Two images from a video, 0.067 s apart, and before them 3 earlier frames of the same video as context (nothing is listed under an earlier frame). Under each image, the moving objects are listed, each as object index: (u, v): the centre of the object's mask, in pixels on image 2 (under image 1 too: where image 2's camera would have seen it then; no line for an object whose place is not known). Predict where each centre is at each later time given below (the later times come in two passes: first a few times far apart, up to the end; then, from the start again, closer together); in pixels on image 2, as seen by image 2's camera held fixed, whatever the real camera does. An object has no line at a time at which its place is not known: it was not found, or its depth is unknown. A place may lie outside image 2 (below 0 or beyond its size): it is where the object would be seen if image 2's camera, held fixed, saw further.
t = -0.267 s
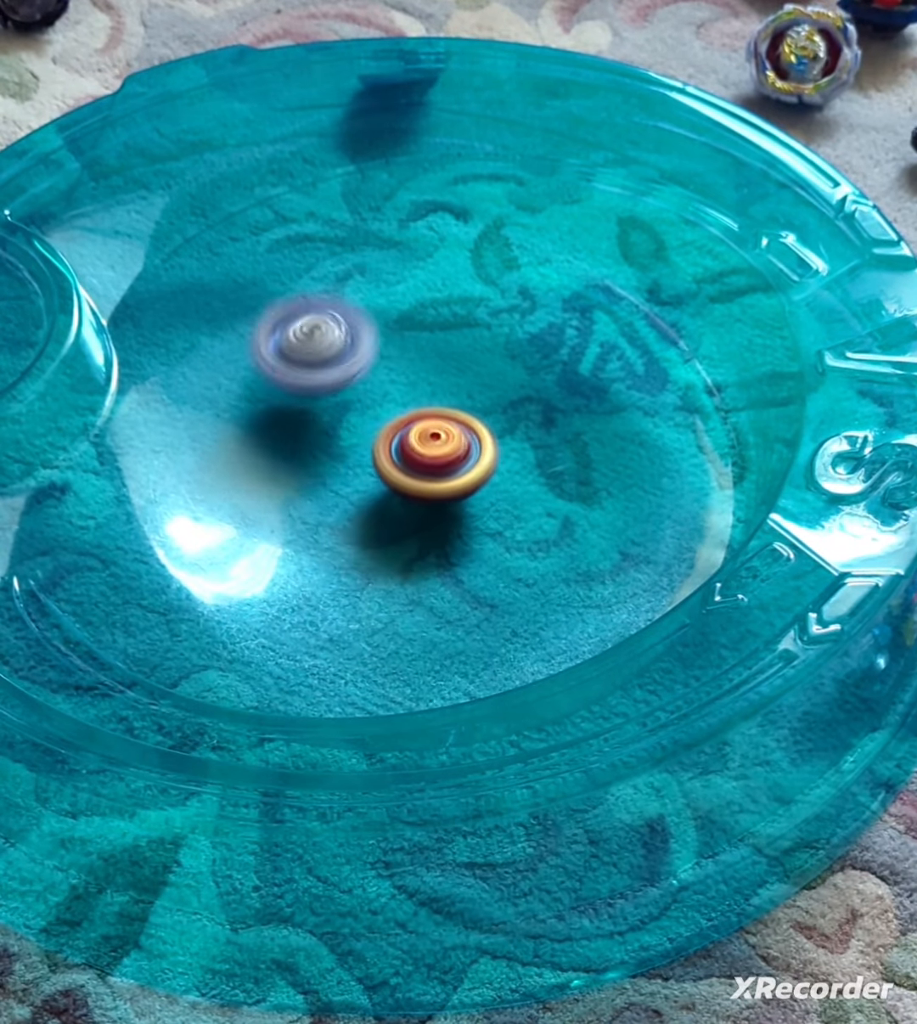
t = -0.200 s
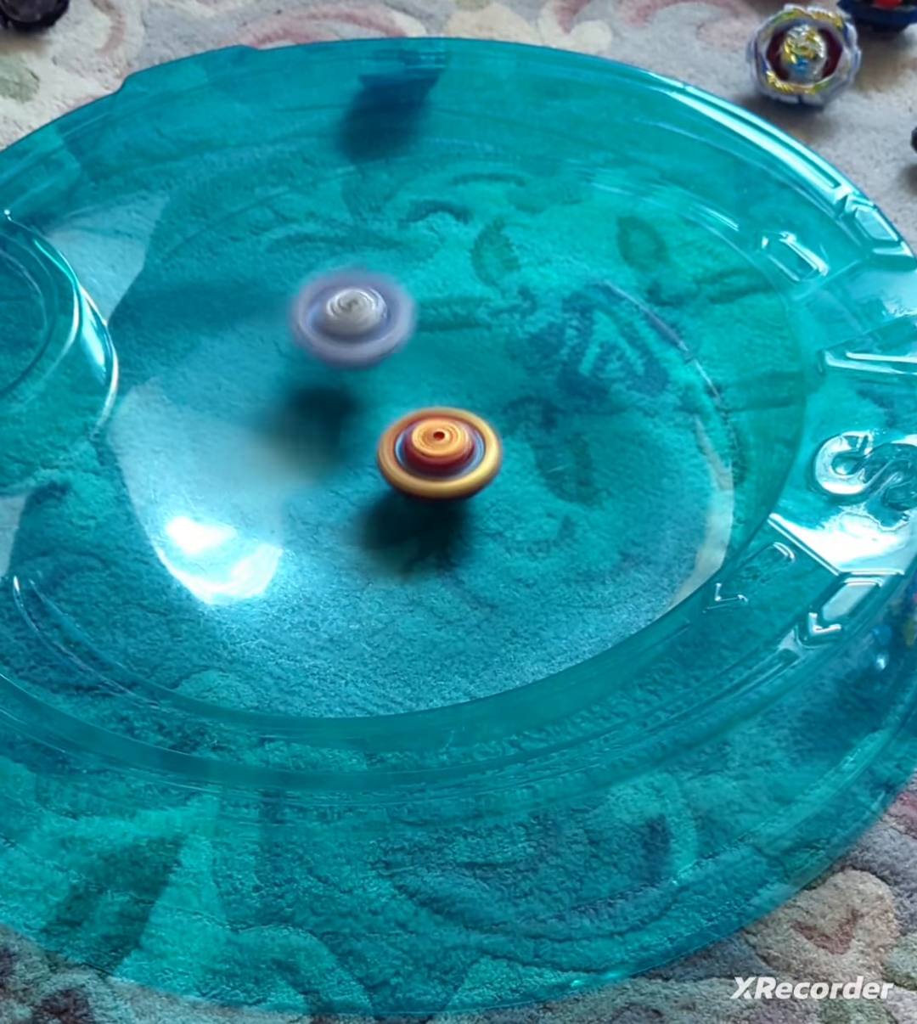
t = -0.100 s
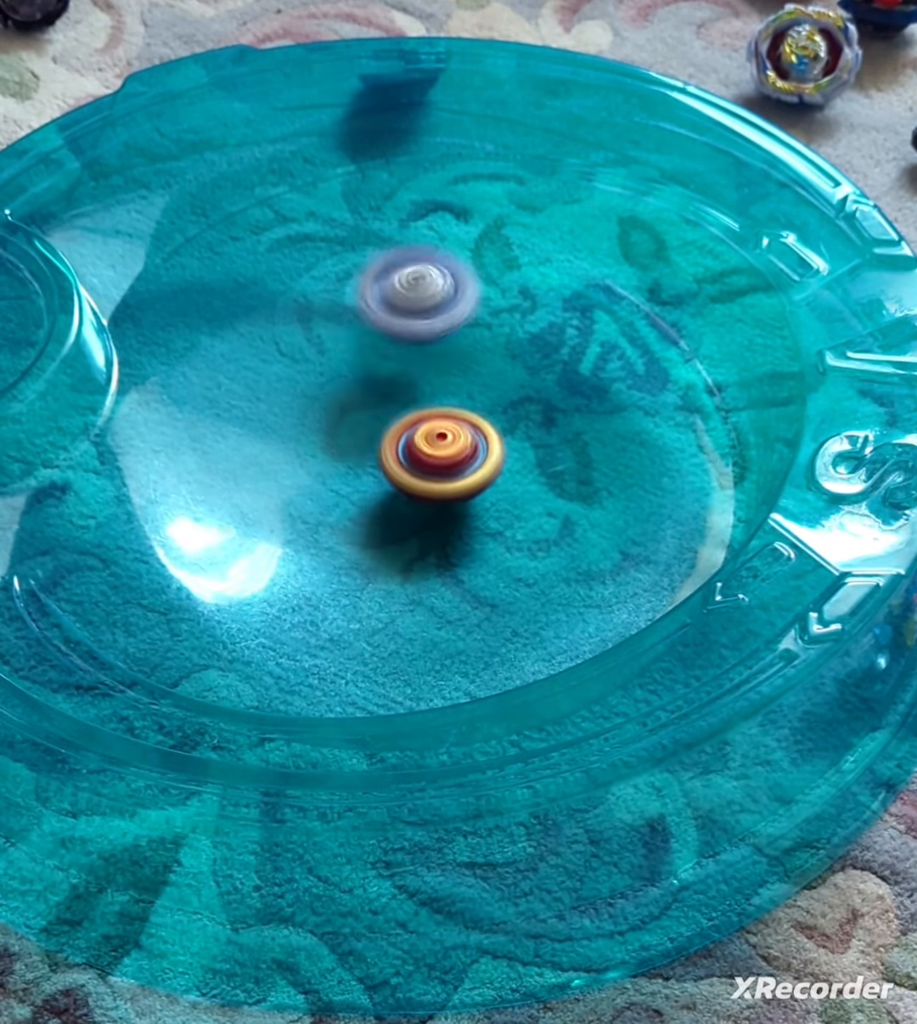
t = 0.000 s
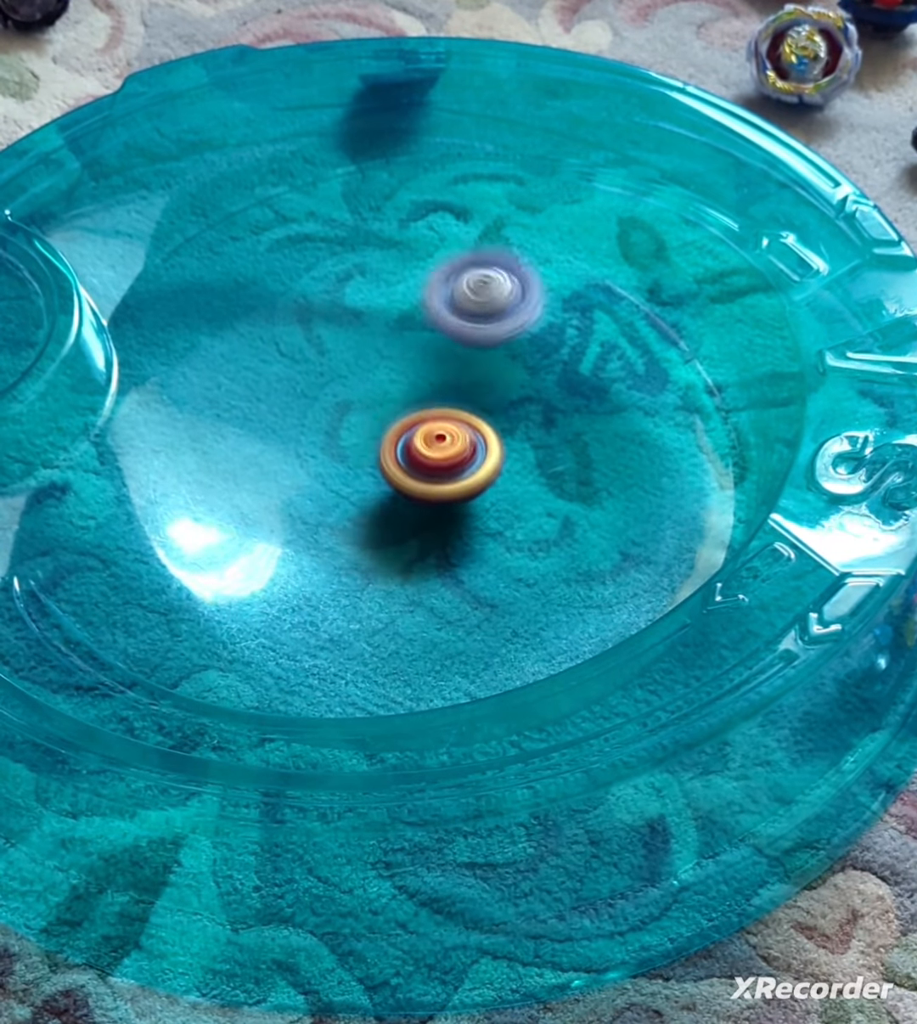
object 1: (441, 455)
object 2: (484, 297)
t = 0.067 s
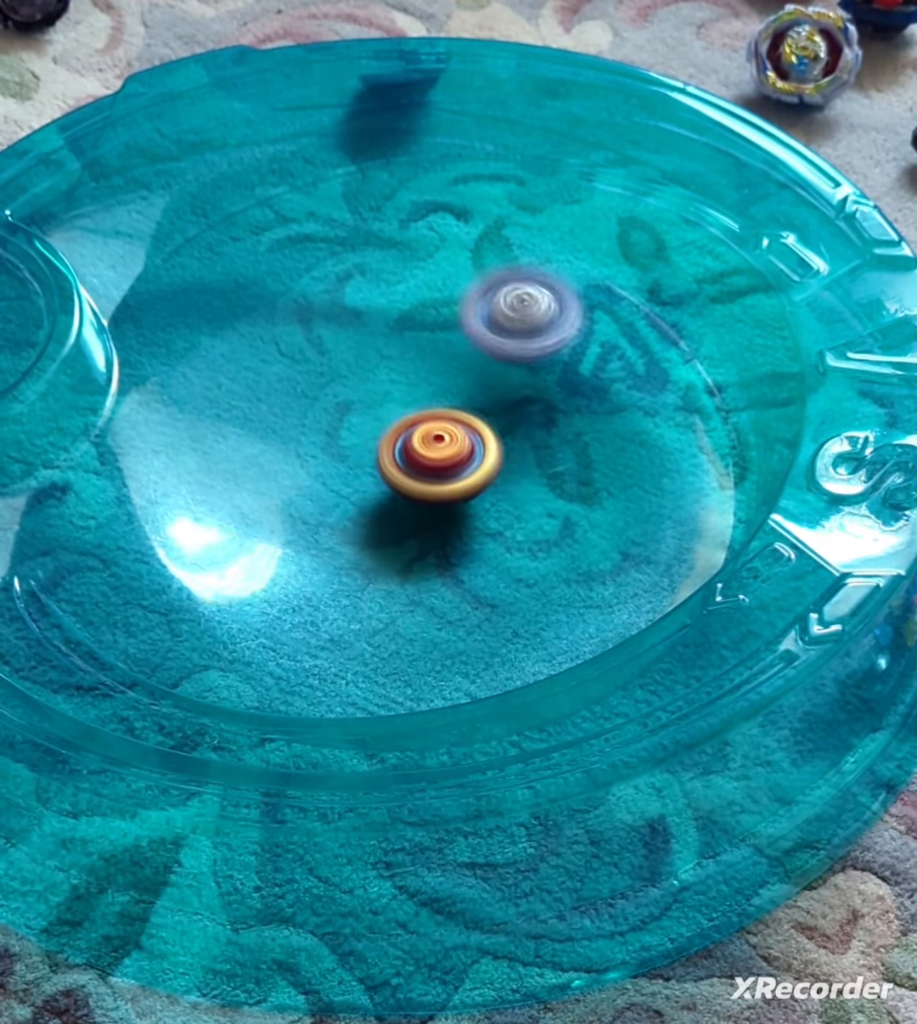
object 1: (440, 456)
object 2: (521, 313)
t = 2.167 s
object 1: (373, 455)
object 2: (281, 529)
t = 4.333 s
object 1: (390, 445)
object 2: (545, 469)
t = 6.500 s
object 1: (491, 436)
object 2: (332, 492)
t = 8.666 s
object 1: (292, 449)
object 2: (463, 377)
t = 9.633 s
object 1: (367, 522)
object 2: (475, 456)
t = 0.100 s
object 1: (438, 455)
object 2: (537, 326)
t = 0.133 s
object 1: (436, 455)
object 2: (549, 341)
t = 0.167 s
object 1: (434, 453)
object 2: (559, 356)
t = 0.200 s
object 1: (432, 452)
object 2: (565, 375)
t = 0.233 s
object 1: (430, 450)
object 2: (569, 394)
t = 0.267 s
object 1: (429, 448)
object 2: (567, 414)
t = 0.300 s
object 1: (428, 446)
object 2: (562, 433)
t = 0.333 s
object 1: (426, 443)
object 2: (554, 453)
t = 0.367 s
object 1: (421, 440)
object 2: (547, 471)
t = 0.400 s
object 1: (417, 436)
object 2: (536, 490)
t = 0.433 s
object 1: (415, 433)
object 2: (521, 507)
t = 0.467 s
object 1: (413, 430)
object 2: (502, 522)
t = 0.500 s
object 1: (413, 428)
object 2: (480, 534)
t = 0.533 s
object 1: (414, 426)
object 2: (457, 545)
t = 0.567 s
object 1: (415, 426)
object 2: (432, 552)
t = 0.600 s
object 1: (416, 426)
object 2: (406, 556)
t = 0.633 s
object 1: (418, 426)
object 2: (381, 560)
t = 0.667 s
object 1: (420, 427)
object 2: (354, 558)
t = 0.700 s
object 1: (421, 428)
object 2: (329, 556)
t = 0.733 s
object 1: (422, 430)
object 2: (303, 547)
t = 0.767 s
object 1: (423, 431)
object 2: (282, 536)
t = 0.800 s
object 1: (423, 433)
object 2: (260, 522)
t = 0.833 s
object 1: (422, 434)
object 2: (246, 504)
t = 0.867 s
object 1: (421, 436)
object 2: (233, 486)
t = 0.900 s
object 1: (420, 437)
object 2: (227, 468)
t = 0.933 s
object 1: (418, 438)
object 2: (224, 448)
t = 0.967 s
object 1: (416, 439)
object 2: (227, 431)
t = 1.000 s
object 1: (414, 439)
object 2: (233, 413)
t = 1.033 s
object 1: (411, 439)
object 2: (244, 397)
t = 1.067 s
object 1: (409, 439)
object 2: (256, 381)
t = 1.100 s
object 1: (406, 439)
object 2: (275, 370)
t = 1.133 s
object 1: (402, 439)
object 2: (294, 359)
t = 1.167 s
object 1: (401, 440)
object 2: (316, 351)
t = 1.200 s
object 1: (406, 446)
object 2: (332, 341)
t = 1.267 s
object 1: (412, 451)
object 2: (375, 330)
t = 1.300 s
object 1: (413, 452)
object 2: (398, 330)
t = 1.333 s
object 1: (413, 454)
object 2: (421, 329)
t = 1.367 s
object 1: (412, 456)
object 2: (443, 334)
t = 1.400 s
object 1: (411, 458)
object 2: (464, 341)
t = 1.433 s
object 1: (410, 459)
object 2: (482, 350)
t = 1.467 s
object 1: (409, 461)
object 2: (500, 362)
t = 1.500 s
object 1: (407, 463)
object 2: (515, 376)
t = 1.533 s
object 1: (406, 464)
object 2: (526, 392)
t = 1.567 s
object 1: (404, 466)
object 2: (535, 407)
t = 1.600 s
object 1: (403, 467)
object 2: (540, 424)
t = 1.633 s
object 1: (402, 468)
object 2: (543, 441)
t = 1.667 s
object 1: (401, 469)
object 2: (539, 459)
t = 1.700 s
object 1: (400, 470)
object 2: (534, 478)
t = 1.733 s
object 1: (396, 469)
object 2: (526, 494)
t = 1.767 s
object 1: (392, 469)
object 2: (517, 511)
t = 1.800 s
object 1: (390, 469)
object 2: (504, 525)
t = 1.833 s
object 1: (387, 468)
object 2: (488, 540)
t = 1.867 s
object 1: (385, 468)
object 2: (468, 550)
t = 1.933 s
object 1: (382, 466)
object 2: (426, 565)
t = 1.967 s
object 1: (381, 465)
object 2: (402, 568)
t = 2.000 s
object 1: (379, 465)
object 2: (377, 569)
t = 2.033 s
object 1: (378, 463)
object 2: (356, 566)
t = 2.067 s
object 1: (376, 461)
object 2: (335, 560)
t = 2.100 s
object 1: (374, 459)
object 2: (316, 553)
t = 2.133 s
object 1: (374, 457)
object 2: (297, 541)
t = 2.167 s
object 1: (373, 455)
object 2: (281, 529)
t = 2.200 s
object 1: (373, 452)
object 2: (271, 512)
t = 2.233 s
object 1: (374, 450)
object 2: (261, 495)
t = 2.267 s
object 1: (378, 446)
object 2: (256, 479)
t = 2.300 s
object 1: (384, 442)
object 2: (249, 463)
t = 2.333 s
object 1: (390, 439)
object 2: (247, 446)
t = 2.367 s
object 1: (396, 438)
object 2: (252, 430)
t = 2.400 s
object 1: (401, 436)
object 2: (259, 414)
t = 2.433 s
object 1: (408, 435)
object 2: (268, 400)
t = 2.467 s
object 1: (413, 435)
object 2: (282, 388)
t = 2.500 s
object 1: (420, 435)
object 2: (298, 377)
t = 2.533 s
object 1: (426, 435)
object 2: (316, 368)
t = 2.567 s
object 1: (433, 437)
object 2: (335, 361)
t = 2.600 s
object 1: (441, 440)
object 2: (354, 356)
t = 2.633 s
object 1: (447, 443)
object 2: (372, 353)
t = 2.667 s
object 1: (451, 446)
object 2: (393, 353)
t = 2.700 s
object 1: (454, 451)
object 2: (413, 352)
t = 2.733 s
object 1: (457, 455)
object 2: (432, 353)
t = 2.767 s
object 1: (458, 461)
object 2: (449, 358)
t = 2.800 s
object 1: (459, 470)
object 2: (466, 361)
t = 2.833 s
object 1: (459, 479)
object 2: (480, 365)
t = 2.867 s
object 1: (457, 485)
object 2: (493, 373)
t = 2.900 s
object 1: (452, 492)
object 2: (506, 384)
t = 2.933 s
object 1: (447, 497)
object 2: (516, 394)
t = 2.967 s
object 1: (441, 501)
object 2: (523, 406)
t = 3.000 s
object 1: (434, 504)
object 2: (526, 421)
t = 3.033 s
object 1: (426, 506)
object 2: (527, 434)
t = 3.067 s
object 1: (402, 520)
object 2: (540, 435)
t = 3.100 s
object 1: (379, 533)
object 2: (549, 435)
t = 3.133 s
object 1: (359, 540)
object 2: (554, 437)
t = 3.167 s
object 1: (343, 543)
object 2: (555, 444)
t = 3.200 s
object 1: (330, 543)
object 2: (554, 452)
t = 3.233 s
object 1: (318, 540)
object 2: (551, 461)
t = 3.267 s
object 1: (307, 535)
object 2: (545, 468)
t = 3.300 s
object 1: (297, 530)
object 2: (536, 476)
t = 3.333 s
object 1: (289, 523)
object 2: (525, 482)
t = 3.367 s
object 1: (283, 515)
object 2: (510, 487)
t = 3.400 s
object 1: (279, 507)
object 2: (493, 492)
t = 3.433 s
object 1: (276, 498)
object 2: (477, 494)
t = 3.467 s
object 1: (276, 490)
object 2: (460, 492)
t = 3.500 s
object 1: (278, 482)
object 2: (442, 488)
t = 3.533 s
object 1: (281, 473)
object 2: (426, 483)
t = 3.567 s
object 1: (279, 465)
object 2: (415, 476)
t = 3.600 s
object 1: (267, 457)
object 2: (421, 467)
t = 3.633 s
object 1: (263, 449)
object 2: (424, 459)
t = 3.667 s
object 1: (265, 441)
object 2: (426, 450)
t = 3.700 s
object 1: (269, 432)
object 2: (429, 440)
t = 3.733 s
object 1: (275, 425)
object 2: (433, 431)
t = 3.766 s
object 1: (281, 418)
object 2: (438, 423)
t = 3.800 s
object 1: (288, 412)
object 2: (445, 416)
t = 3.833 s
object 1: (297, 407)
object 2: (452, 411)
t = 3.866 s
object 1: (308, 404)
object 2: (459, 408)
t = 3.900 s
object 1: (319, 402)
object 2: (466, 406)
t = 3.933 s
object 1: (330, 401)
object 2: (471, 406)
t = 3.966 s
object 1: (341, 401)
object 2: (477, 407)
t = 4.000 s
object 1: (348, 403)
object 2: (486, 406)
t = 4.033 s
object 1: (344, 405)
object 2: (507, 407)
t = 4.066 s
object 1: (346, 409)
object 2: (524, 409)
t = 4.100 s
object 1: (352, 413)
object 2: (537, 413)
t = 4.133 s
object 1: (359, 417)
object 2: (547, 419)
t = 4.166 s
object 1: (365, 422)
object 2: (554, 425)
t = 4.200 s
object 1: (371, 426)
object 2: (559, 432)
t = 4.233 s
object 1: (376, 431)
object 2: (560, 441)
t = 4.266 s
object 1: (381, 436)
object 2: (558, 450)
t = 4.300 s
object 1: (386, 440)
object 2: (553, 460)
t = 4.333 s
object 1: (390, 445)
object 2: (545, 469)
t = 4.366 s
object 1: (393, 450)
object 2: (534, 476)
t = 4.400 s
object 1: (394, 454)
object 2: (521, 483)
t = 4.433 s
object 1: (375, 452)
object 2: (528, 492)
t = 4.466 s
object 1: (349, 450)
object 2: (540, 499)
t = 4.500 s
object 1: (329, 448)
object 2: (545, 507)
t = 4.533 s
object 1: (315, 447)
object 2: (545, 514)
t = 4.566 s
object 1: (308, 446)
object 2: (541, 521)
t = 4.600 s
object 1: (305, 443)
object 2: (533, 528)
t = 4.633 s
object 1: (307, 440)
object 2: (522, 533)
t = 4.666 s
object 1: (310, 437)
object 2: (508, 537)
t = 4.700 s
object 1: (315, 434)
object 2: (494, 540)
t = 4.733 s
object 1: (321, 432)
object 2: (479, 540)
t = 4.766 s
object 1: (328, 430)
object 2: (462, 538)
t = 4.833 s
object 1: (342, 429)
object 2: (431, 528)
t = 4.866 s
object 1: (350, 429)
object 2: (416, 520)
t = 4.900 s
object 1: (353, 426)
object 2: (406, 515)
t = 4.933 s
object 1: (353, 417)
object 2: (401, 513)
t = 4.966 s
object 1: (356, 411)
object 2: (394, 509)
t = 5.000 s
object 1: (360, 407)
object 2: (386, 503)
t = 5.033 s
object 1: (362, 396)
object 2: (381, 499)
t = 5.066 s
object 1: (359, 369)
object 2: (386, 512)
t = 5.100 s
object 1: (359, 349)
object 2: (388, 520)
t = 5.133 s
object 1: (362, 336)
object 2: (388, 525)
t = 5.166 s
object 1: (367, 326)
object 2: (385, 527)
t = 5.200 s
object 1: (374, 319)
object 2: (379, 527)
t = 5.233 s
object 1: (381, 313)
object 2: (373, 526)
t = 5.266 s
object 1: (389, 308)
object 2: (367, 522)
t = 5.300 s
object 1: (396, 304)
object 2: (362, 513)
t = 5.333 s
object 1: (403, 300)
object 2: (359, 507)
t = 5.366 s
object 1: (410, 297)
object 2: (358, 500)
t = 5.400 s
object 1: (418, 296)
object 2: (357, 493)
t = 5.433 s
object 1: (425, 295)
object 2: (361, 485)
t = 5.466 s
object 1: (432, 296)
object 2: (366, 478)
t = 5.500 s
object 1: (439, 298)
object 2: (372, 471)
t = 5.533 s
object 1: (445, 301)
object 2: (377, 464)
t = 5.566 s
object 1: (451, 306)
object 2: (382, 458)
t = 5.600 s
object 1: (456, 312)
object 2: (387, 451)
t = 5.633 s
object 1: (461, 319)
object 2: (393, 445)
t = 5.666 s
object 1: (464, 328)
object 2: (399, 440)
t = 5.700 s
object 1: (467, 336)
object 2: (406, 435)
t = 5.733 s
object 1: (470, 341)
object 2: (413, 432)
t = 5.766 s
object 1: (482, 324)
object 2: (409, 449)
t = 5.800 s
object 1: (491, 314)
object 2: (409, 461)
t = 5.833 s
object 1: (497, 309)
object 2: (408, 473)
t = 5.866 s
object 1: (503, 310)
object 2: (408, 483)
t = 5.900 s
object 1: (508, 313)
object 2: (408, 489)
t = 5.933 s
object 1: (512, 317)
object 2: (407, 494)
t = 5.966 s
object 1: (515, 322)
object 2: (405, 499)
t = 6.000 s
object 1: (517, 328)
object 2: (401, 501)
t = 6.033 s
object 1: (518, 335)
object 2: (397, 505)
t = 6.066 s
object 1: (519, 344)
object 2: (392, 506)
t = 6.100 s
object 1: (518, 353)
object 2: (387, 508)
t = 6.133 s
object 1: (517, 362)
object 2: (383, 508)
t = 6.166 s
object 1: (515, 372)
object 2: (379, 507)
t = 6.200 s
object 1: (512, 381)
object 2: (375, 505)
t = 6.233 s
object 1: (508, 391)
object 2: (372, 503)
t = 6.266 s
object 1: (503, 401)
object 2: (370, 498)
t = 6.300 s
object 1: (496, 411)
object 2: (369, 494)
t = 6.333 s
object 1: (490, 420)
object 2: (370, 490)
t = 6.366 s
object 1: (483, 429)
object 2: (373, 486)
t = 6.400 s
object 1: (483, 431)
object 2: (368, 486)
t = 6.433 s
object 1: (490, 429)
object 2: (351, 490)
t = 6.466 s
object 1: (493, 430)
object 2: (339, 493)
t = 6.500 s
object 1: (491, 436)
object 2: (332, 492)
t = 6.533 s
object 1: (488, 443)
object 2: (324, 490)
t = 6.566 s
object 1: (484, 449)
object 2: (317, 488)
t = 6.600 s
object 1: (479, 456)
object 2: (311, 485)
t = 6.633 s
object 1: (473, 463)
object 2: (306, 481)
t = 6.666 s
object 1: (466, 468)
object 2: (303, 476)
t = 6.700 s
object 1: (459, 473)
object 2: (302, 471)
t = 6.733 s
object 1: (452, 477)
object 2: (302, 466)
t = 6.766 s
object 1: (445, 481)
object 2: (304, 460)
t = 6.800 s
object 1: (439, 486)
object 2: (307, 454)
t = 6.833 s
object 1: (445, 490)
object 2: (301, 446)
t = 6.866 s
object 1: (448, 494)
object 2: (298, 439)
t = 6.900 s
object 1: (446, 499)
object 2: (301, 432)
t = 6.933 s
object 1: (444, 504)
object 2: (305, 425)
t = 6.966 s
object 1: (441, 508)
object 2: (312, 420)
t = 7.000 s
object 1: (437, 512)
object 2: (321, 415)
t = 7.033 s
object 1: (434, 515)
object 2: (330, 412)
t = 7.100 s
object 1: (426, 522)
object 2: (354, 409)
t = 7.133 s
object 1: (421, 524)
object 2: (366, 410)
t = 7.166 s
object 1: (416, 525)
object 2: (376, 411)
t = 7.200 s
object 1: (412, 526)
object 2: (388, 413)
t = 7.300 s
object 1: (398, 526)
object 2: (419, 423)
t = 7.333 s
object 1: (394, 525)
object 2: (430, 427)
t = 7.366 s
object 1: (389, 525)
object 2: (439, 431)
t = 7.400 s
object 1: (380, 536)
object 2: (453, 424)
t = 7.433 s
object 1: (371, 543)
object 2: (464, 418)
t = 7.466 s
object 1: (364, 545)
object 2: (477, 414)
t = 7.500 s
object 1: (357, 547)
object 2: (486, 413)
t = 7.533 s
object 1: (350, 548)
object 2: (498, 412)
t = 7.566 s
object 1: (343, 548)
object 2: (507, 413)
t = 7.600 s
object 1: (337, 547)
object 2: (515, 414)
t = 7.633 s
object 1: (332, 545)
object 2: (521, 416)
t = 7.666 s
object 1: (327, 543)
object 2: (527, 419)
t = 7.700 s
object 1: (323, 540)
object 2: (529, 424)
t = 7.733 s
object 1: (320, 536)
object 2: (531, 429)
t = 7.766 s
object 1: (318, 532)
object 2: (528, 434)
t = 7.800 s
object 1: (316, 528)
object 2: (524, 439)
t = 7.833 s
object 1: (316, 523)
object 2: (517, 446)
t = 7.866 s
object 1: (317, 518)
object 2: (509, 450)
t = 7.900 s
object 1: (319, 513)
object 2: (497, 455)
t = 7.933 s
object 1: (321, 508)
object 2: (487, 457)
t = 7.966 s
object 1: (324, 503)
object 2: (473, 462)
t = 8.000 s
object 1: (327, 497)
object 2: (461, 462)
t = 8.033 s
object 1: (323, 494)
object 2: (454, 458)
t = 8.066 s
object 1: (315, 492)
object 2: (450, 454)
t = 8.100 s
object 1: (312, 488)
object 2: (442, 451)
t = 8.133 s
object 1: (309, 486)
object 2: (436, 446)
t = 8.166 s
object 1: (295, 486)
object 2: (440, 434)
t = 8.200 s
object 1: (288, 484)
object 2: (440, 427)
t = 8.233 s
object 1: (282, 481)
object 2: (441, 421)
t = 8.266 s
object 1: (279, 477)
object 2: (440, 415)
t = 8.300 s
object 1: (278, 472)
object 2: (440, 410)
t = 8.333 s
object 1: (276, 467)
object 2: (440, 405)
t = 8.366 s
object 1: (276, 461)
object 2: (439, 402)
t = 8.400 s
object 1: (278, 456)
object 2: (440, 398)
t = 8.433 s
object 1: (281, 451)
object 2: (440, 395)
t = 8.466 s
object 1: (285, 446)
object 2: (439, 393)
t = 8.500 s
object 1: (291, 443)
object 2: (438, 391)
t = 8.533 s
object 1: (297, 439)
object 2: (437, 389)
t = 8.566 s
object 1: (304, 436)
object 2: (436, 391)
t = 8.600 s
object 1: (312, 434)
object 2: (434, 391)
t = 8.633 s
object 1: (316, 435)
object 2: (435, 390)
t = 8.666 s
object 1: (292, 449)
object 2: (463, 377)
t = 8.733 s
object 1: (259, 472)
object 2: (506, 354)
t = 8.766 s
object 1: (251, 480)
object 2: (518, 351)
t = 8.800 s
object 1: (247, 484)
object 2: (529, 350)
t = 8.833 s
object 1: (245, 486)
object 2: (540, 351)
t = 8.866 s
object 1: (243, 486)
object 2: (547, 352)
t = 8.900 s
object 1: (243, 486)
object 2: (553, 355)
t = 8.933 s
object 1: (244, 486)
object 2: (557, 362)
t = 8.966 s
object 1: (246, 487)
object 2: (562, 367)
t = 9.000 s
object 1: (250, 488)
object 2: (564, 374)
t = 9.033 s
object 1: (256, 489)
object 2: (561, 380)
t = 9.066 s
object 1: (263, 491)
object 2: (557, 392)
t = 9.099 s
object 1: (271, 492)
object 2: (553, 400)
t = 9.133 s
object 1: (280, 493)
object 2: (547, 407)
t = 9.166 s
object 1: (290, 495)
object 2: (539, 415)
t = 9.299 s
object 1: (330, 501)
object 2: (498, 448)
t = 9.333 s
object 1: (341, 502)
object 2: (485, 458)
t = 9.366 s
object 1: (350, 504)
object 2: (474, 467)
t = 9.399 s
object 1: (346, 511)
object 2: (477, 461)
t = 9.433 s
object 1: (340, 519)
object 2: (484, 457)
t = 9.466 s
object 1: (339, 524)
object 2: (487, 453)
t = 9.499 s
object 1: (341, 526)
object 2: (486, 452)
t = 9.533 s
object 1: (347, 527)
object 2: (482, 454)
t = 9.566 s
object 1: (356, 525)
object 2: (478, 457)
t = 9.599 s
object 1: (364, 523)
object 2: (474, 460)
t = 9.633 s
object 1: (367, 522)
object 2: (475, 456)
